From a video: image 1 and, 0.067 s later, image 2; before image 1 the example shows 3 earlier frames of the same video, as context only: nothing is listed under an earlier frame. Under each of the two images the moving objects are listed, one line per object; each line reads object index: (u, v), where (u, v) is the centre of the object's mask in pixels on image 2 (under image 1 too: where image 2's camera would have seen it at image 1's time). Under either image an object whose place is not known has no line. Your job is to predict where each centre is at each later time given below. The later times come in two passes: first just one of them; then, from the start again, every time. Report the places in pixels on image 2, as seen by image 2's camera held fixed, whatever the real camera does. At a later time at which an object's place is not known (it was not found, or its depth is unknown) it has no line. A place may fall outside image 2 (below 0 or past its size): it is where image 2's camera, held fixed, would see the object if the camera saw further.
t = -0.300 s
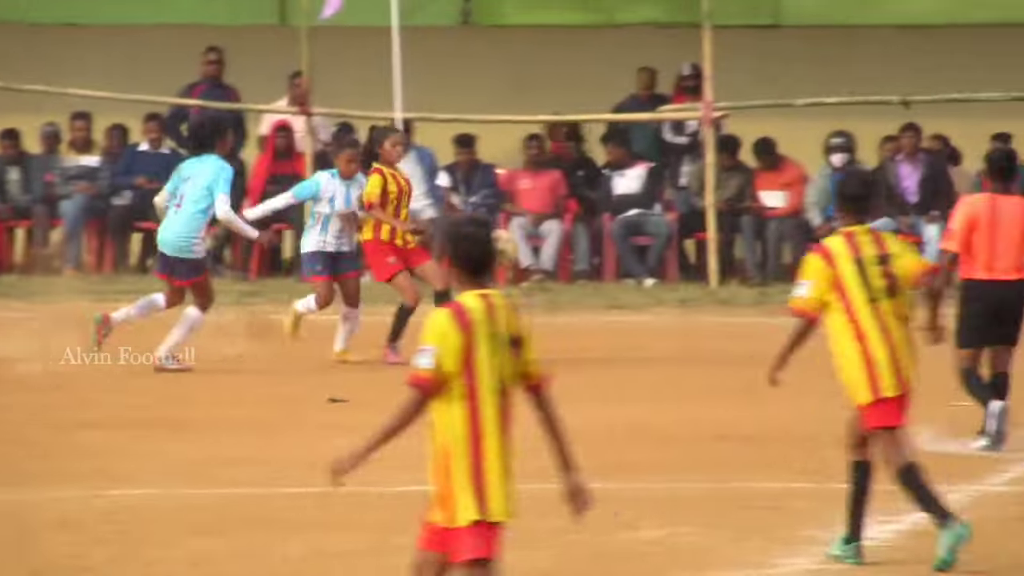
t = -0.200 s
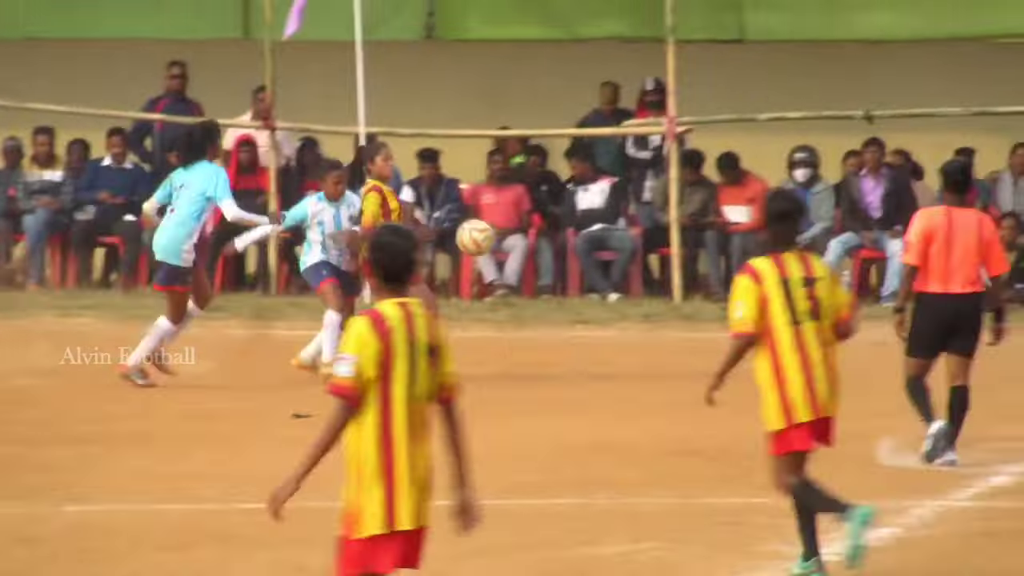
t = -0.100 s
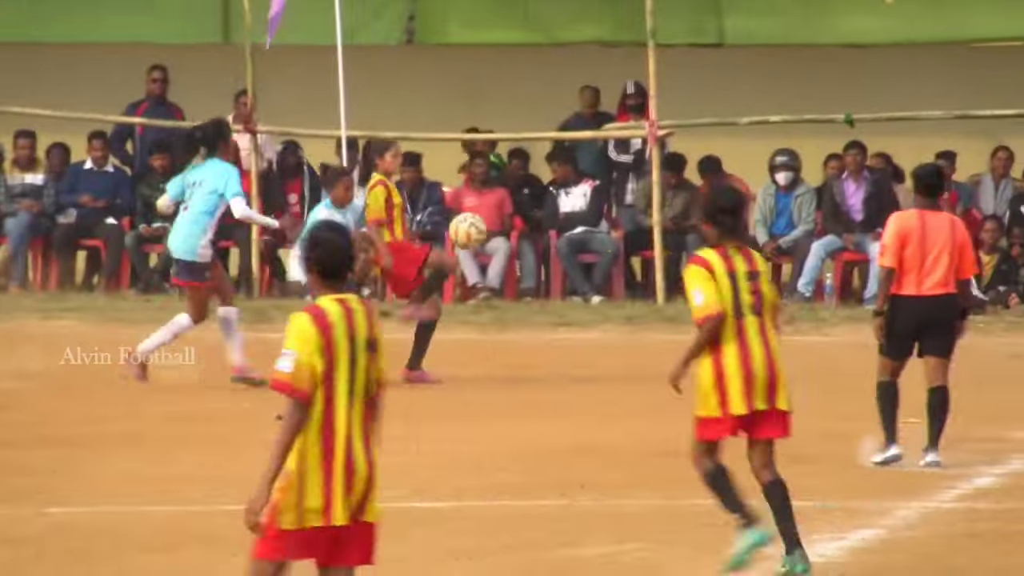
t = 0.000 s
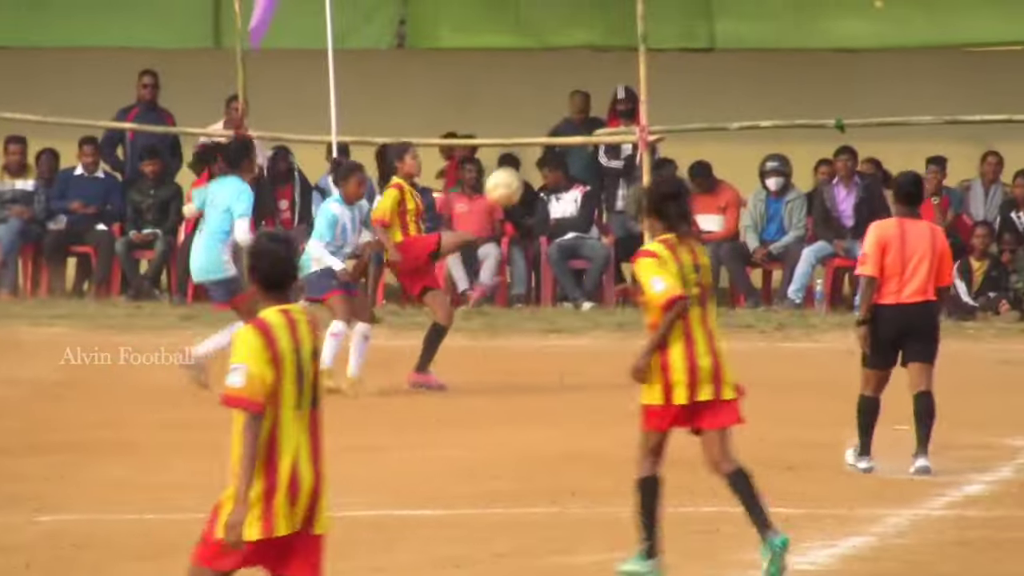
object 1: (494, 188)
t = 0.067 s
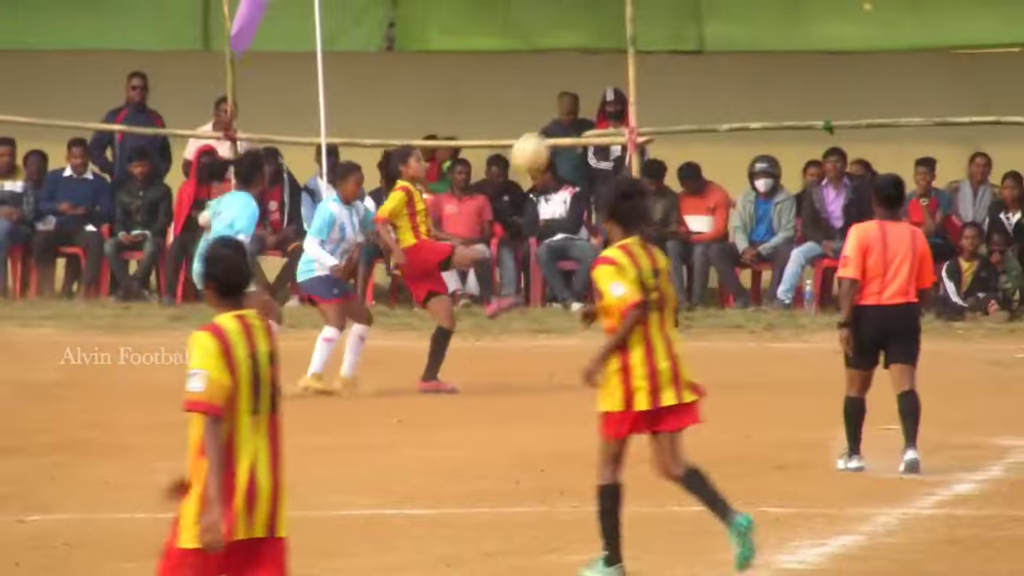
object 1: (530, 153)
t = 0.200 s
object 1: (605, 105)
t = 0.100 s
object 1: (549, 138)
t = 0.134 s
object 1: (568, 124)
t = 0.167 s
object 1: (587, 114)
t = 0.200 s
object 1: (605, 105)
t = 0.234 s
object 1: (624, 97)
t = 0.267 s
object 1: (644, 91)
